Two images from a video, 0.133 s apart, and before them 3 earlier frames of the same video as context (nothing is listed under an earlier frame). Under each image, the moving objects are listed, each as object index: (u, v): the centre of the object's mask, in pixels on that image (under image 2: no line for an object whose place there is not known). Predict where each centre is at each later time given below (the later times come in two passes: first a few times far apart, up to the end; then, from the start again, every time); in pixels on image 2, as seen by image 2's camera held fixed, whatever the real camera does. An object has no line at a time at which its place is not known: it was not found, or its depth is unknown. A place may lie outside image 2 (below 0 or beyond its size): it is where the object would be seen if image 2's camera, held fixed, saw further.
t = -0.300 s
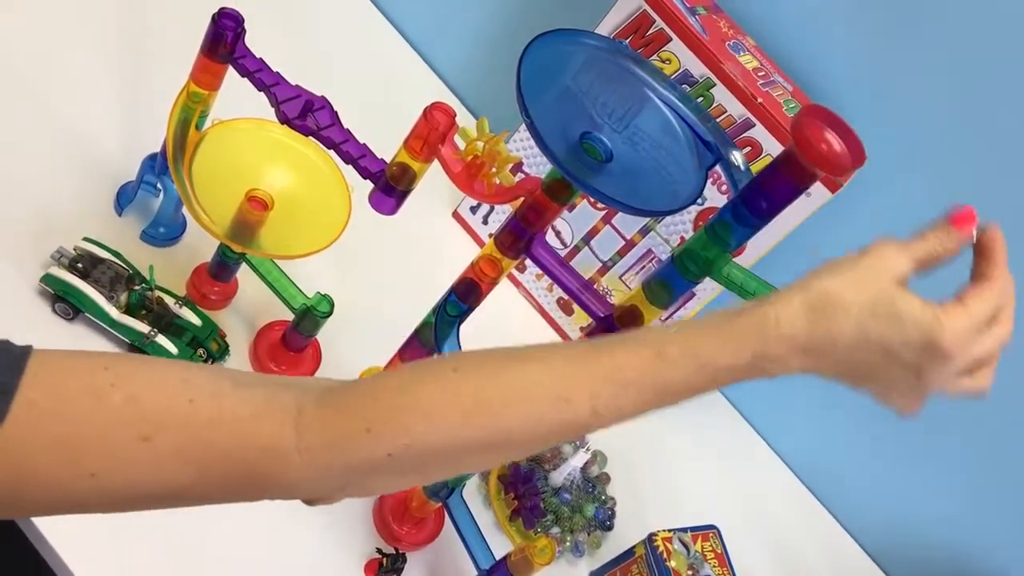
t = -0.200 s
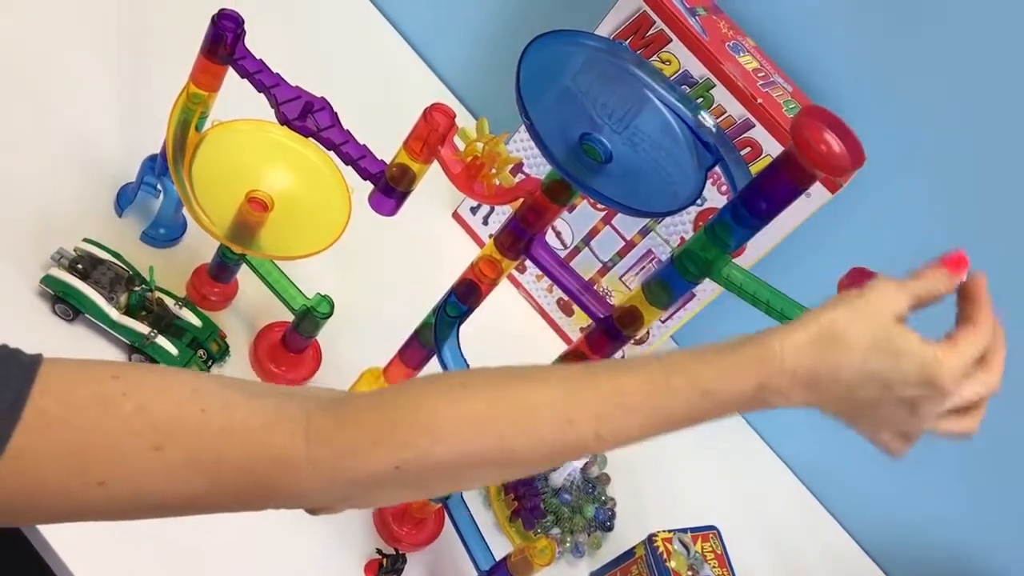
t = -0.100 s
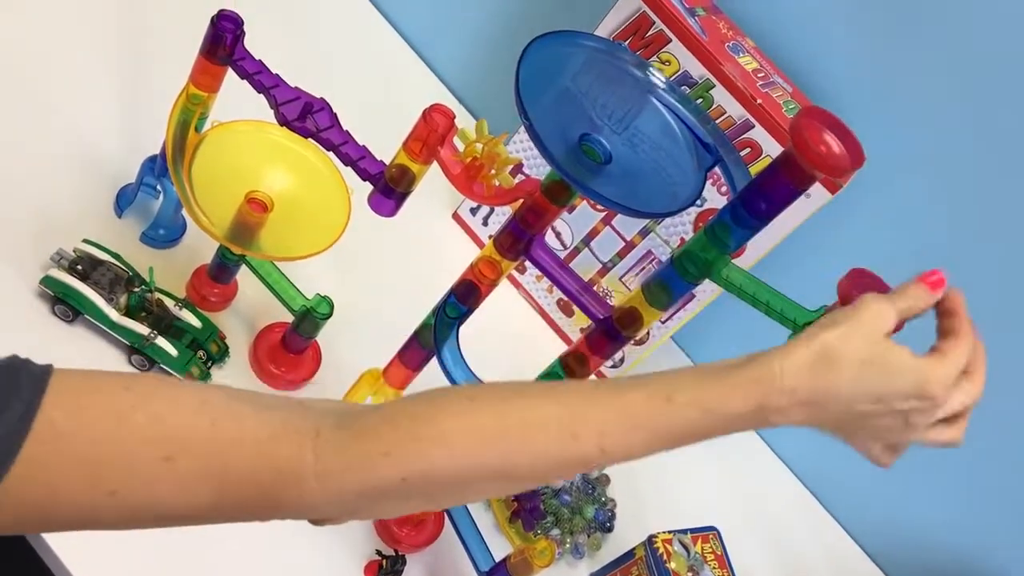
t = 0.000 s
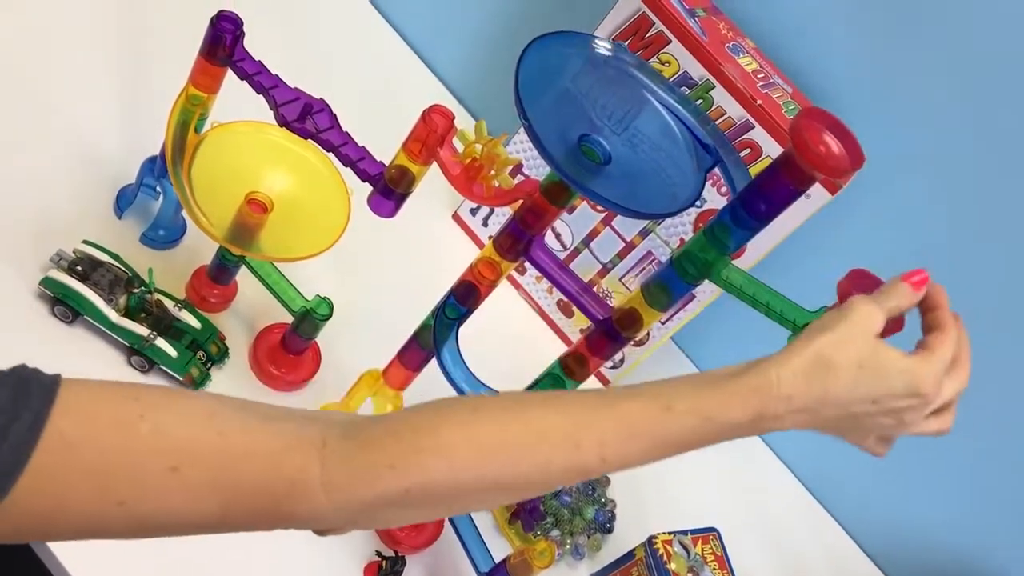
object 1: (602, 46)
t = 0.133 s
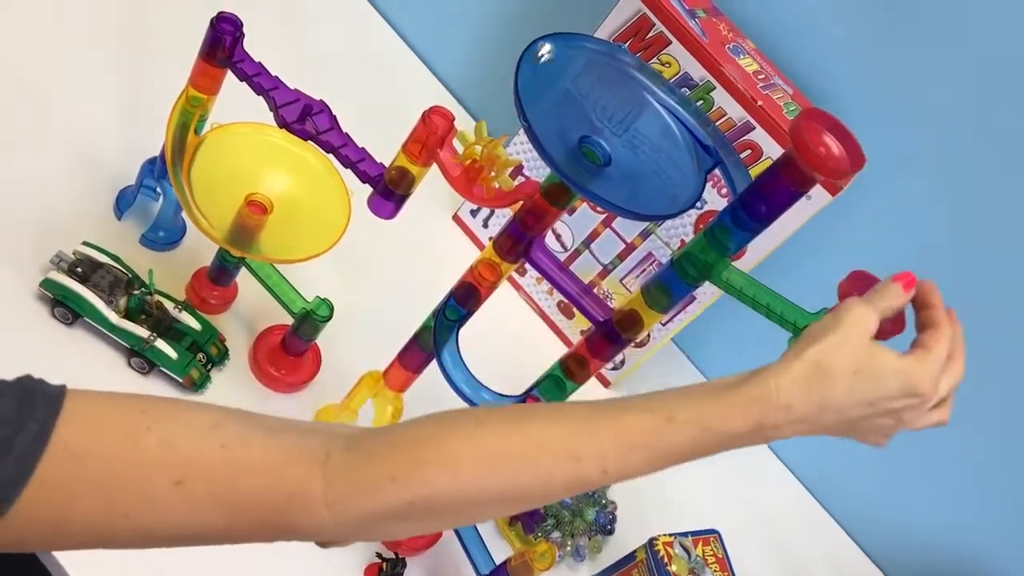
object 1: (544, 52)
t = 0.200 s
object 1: (532, 73)
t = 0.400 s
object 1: (582, 172)
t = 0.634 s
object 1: (686, 188)
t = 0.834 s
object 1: (667, 106)
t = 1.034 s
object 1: (589, 50)
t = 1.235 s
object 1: (538, 63)
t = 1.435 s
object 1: (562, 142)
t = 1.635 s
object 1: (657, 203)
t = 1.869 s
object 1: (690, 155)
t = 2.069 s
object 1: (650, 93)
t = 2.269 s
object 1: (583, 73)
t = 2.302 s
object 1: (573, 78)
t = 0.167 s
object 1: (537, 61)
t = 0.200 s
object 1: (532, 73)
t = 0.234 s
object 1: (529, 87)
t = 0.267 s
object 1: (533, 103)
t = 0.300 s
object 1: (540, 122)
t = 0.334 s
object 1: (551, 138)
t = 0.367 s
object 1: (564, 157)
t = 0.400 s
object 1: (582, 172)
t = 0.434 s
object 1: (600, 186)
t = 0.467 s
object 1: (619, 196)
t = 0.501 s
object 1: (637, 203)
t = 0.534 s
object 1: (654, 205)
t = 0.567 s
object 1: (669, 203)
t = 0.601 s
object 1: (679, 197)
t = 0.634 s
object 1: (686, 188)
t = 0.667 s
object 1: (692, 177)
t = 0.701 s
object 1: (692, 163)
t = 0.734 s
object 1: (690, 149)
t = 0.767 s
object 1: (685, 134)
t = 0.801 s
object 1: (676, 119)
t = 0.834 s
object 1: (667, 106)
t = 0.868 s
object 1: (655, 95)
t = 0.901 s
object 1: (642, 82)
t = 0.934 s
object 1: (629, 72)
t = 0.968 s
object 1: (615, 63)
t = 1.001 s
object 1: (602, 56)
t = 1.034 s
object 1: (589, 50)
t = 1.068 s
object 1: (577, 47)
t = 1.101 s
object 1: (566, 47)
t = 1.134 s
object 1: (556, 46)
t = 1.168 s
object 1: (548, 50)
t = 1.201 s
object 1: (542, 56)
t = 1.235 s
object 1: (538, 63)
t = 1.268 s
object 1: (536, 73)
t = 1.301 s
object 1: (535, 85)
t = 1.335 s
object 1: (538, 97)
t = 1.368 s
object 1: (543, 111)
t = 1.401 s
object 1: (551, 127)
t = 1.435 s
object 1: (562, 142)
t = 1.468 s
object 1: (577, 157)
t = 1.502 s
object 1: (591, 169)
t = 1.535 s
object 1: (609, 182)
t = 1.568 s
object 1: (625, 192)
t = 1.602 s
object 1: (642, 199)
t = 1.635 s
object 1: (657, 203)
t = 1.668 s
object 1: (667, 202)
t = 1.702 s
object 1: (676, 197)
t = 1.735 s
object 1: (682, 192)
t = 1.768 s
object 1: (687, 184)
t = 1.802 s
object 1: (690, 174)
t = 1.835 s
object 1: (691, 165)
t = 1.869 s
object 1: (690, 155)
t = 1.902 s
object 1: (687, 143)
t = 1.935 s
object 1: (683, 132)
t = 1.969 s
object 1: (676, 122)
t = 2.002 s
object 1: (668, 112)
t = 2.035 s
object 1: (659, 102)
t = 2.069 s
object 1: (650, 93)
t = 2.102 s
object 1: (639, 85)
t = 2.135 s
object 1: (628, 78)
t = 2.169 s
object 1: (617, 74)
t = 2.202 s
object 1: (605, 71)
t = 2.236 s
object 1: (593, 70)
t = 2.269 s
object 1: (583, 73)
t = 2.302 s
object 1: (573, 78)
